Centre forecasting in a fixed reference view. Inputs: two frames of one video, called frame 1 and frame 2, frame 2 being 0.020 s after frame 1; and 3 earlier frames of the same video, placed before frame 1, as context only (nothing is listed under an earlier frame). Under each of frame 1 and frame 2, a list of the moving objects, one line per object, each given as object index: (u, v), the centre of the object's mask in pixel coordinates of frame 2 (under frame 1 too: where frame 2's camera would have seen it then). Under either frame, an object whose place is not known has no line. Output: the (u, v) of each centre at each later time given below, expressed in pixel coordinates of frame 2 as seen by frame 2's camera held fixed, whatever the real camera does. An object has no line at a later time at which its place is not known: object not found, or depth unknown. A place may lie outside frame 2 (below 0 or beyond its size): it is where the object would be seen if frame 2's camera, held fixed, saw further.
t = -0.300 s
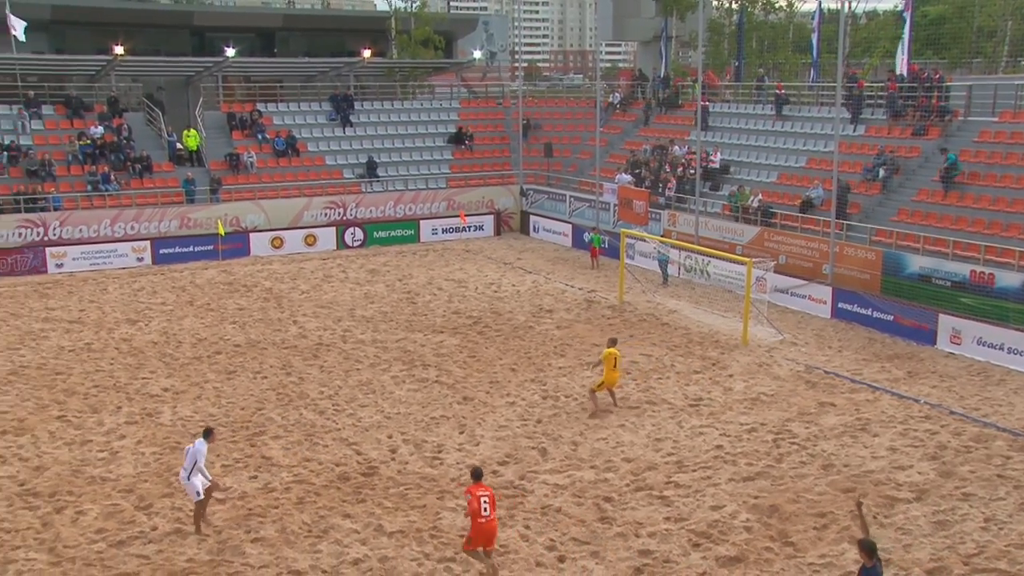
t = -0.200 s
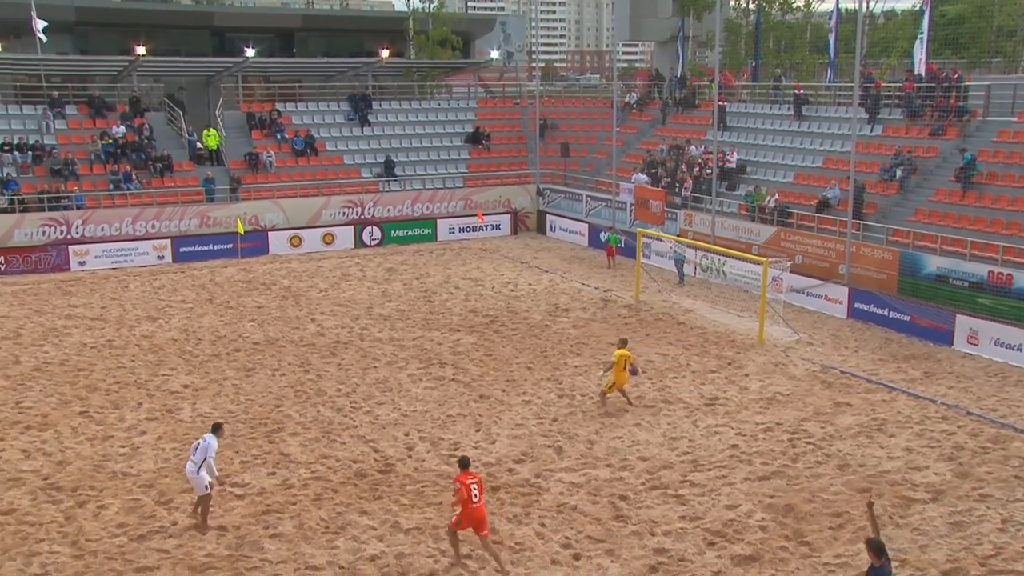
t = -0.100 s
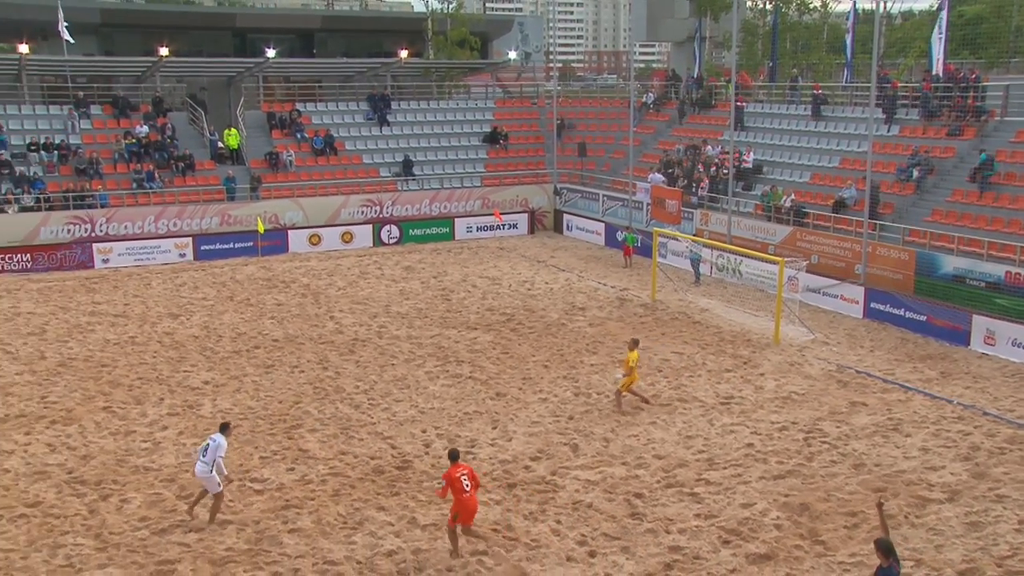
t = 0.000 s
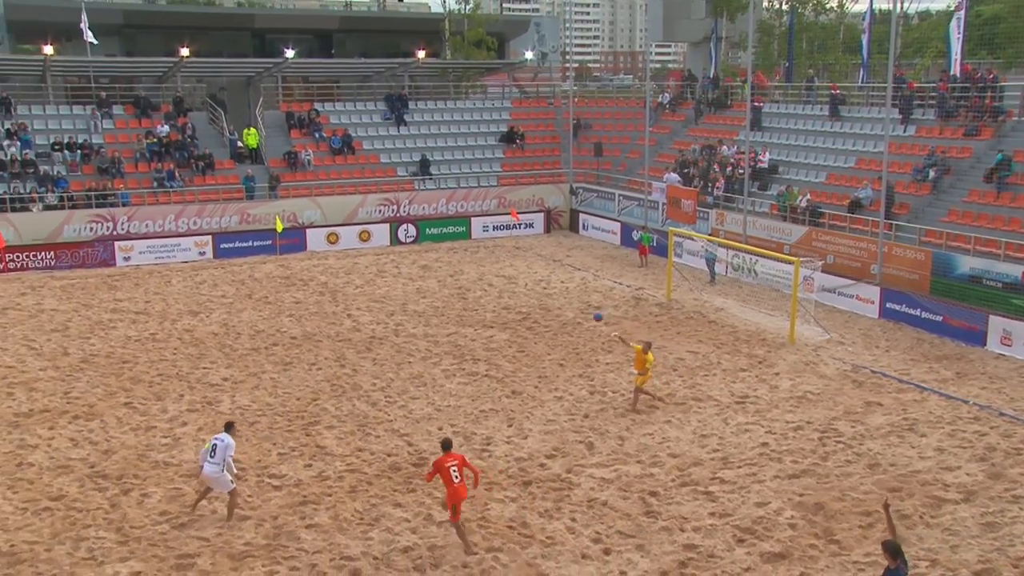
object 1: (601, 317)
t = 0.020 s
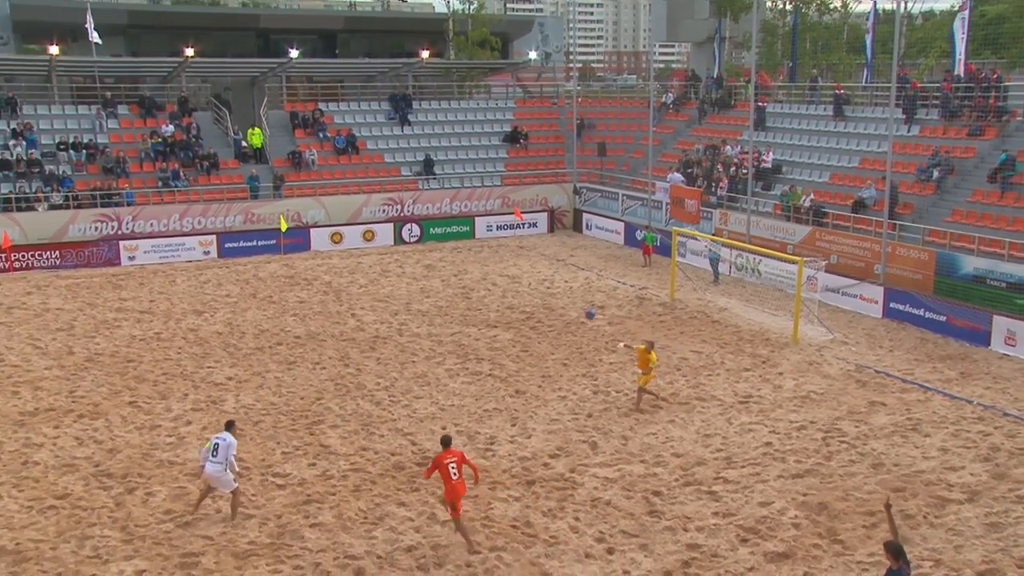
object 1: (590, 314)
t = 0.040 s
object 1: (578, 312)
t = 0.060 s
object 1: (566, 310)
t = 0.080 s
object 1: (553, 307)
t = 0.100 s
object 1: (540, 305)
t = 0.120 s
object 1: (528, 303)
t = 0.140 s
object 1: (514, 302)
